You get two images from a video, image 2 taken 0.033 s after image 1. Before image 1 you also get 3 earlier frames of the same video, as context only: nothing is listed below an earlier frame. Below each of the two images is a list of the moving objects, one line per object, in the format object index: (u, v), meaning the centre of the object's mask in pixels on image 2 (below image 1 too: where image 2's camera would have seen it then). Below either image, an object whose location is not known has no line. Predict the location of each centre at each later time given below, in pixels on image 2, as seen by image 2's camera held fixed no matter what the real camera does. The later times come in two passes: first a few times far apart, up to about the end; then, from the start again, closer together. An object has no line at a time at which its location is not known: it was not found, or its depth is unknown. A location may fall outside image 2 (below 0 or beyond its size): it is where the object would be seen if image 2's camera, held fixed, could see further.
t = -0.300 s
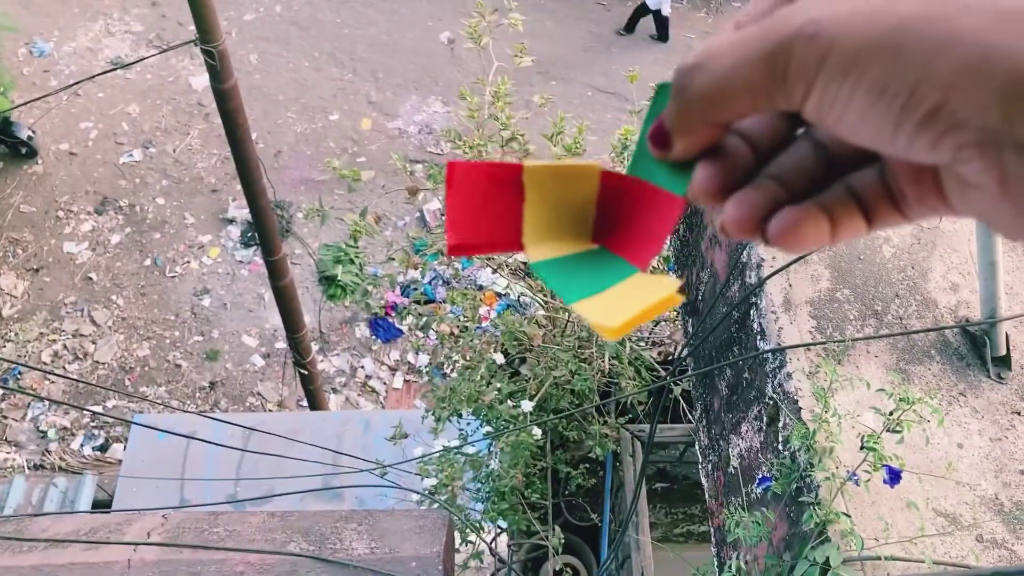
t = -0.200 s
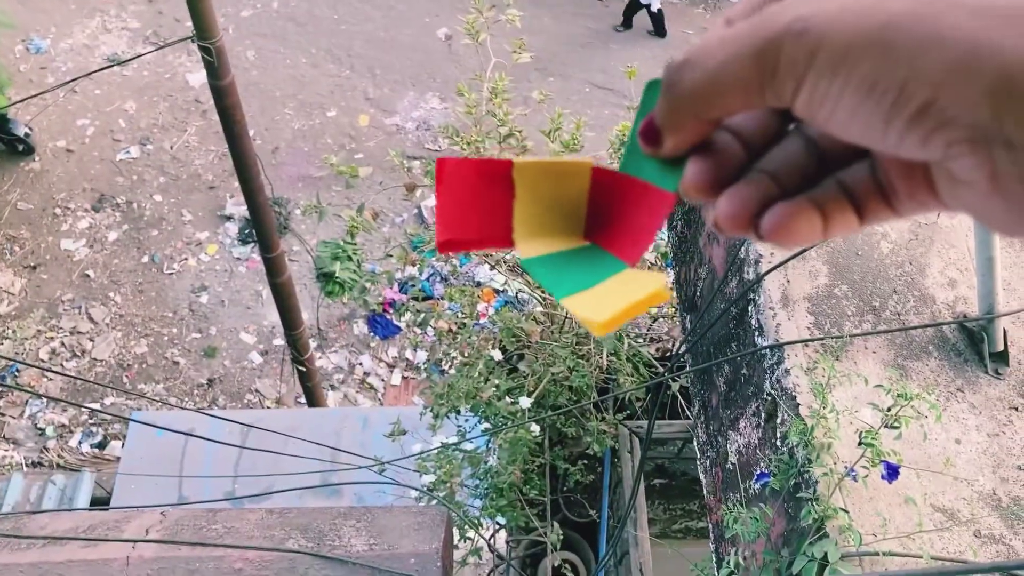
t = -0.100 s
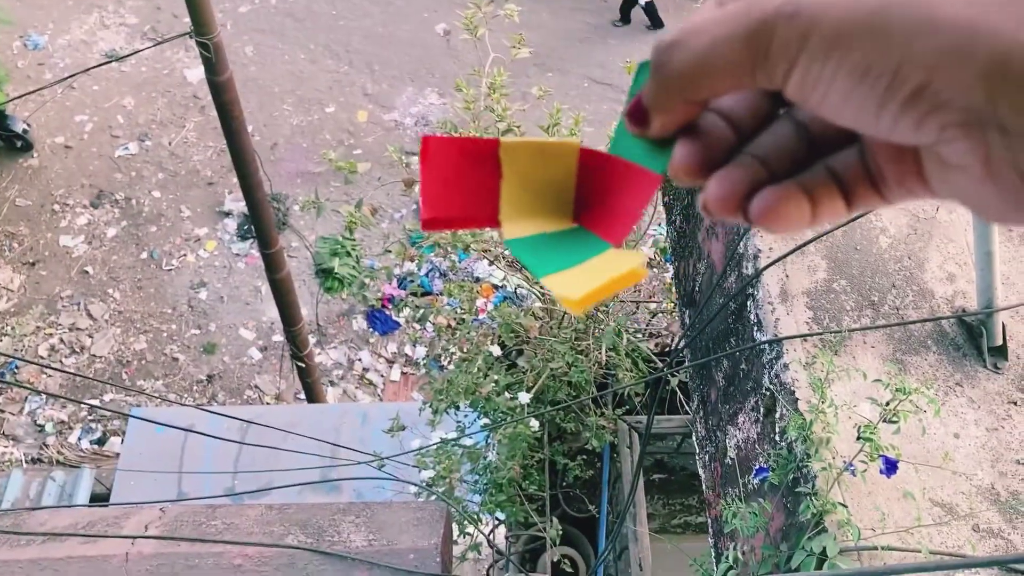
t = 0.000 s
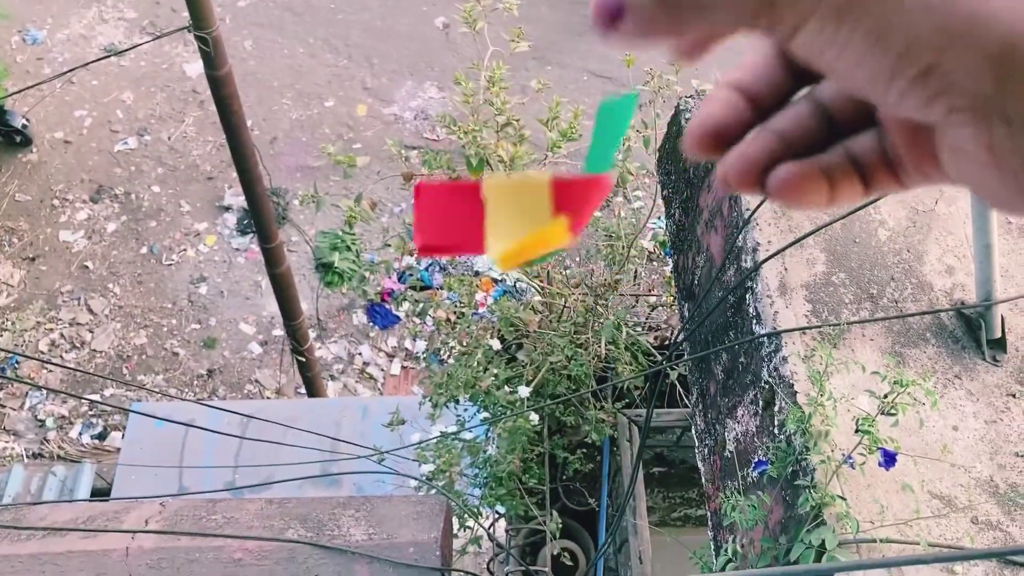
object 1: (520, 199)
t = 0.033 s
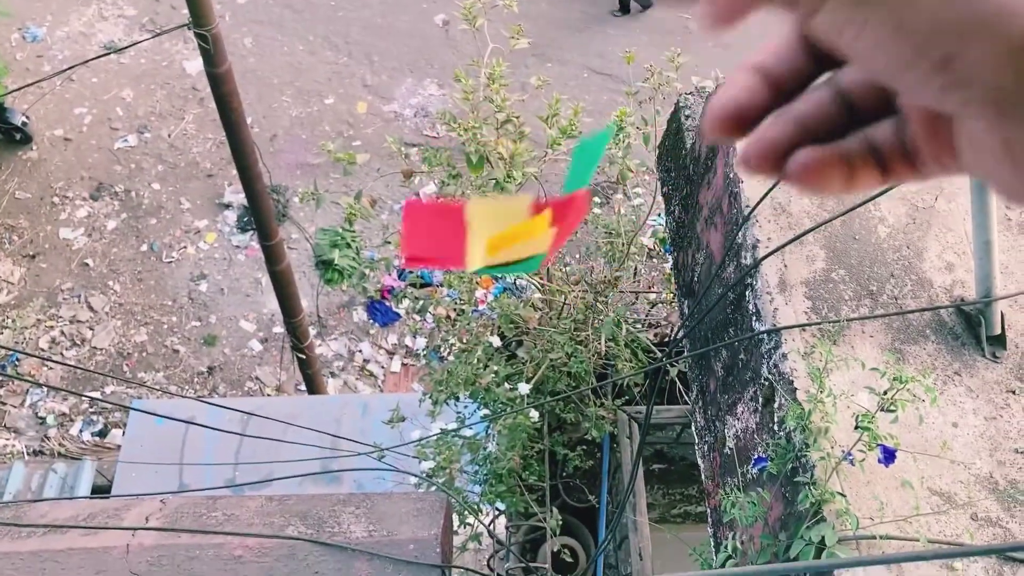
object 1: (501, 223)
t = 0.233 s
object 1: (493, 328)
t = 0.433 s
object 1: (542, 430)
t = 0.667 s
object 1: (558, 563)
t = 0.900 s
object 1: (551, 616)
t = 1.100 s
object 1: (554, 614)
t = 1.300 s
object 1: (551, 677)
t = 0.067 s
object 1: (481, 245)
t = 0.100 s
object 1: (472, 264)
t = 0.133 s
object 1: (476, 288)
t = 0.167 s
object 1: (482, 308)
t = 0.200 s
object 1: (488, 318)
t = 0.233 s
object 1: (493, 328)
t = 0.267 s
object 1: (500, 345)
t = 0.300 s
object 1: (507, 367)
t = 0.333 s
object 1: (516, 383)
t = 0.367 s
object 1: (522, 397)
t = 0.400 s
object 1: (531, 415)
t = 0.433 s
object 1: (542, 430)
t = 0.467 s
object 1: (549, 447)
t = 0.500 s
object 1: (552, 469)
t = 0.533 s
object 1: (557, 488)
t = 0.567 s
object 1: (556, 510)
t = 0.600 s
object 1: (558, 530)
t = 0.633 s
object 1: (558, 547)
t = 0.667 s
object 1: (558, 563)
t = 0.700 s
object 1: (553, 571)
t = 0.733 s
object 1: (551, 588)
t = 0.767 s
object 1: (555, 599)
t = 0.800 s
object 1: (551, 611)
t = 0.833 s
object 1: (550, 610)
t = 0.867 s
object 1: (552, 611)
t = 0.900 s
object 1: (551, 616)
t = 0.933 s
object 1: (552, 617)
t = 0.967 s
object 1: (554, 618)
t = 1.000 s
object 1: (553, 617)
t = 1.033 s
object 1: (555, 618)
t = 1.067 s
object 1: (556, 619)
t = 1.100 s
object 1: (554, 614)
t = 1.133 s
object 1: (551, 616)
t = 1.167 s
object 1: (553, 631)
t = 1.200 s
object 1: (555, 635)
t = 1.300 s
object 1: (551, 677)
